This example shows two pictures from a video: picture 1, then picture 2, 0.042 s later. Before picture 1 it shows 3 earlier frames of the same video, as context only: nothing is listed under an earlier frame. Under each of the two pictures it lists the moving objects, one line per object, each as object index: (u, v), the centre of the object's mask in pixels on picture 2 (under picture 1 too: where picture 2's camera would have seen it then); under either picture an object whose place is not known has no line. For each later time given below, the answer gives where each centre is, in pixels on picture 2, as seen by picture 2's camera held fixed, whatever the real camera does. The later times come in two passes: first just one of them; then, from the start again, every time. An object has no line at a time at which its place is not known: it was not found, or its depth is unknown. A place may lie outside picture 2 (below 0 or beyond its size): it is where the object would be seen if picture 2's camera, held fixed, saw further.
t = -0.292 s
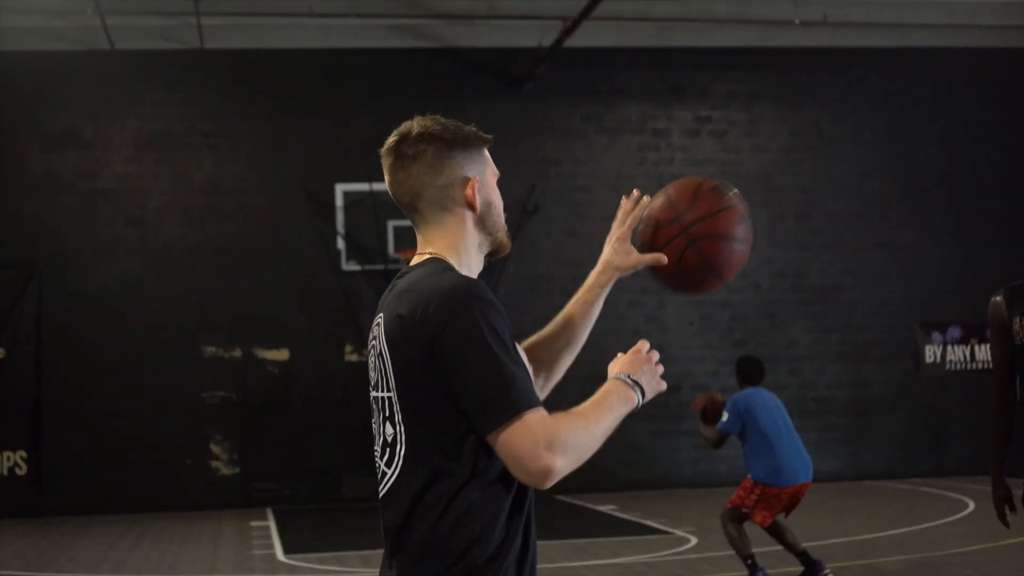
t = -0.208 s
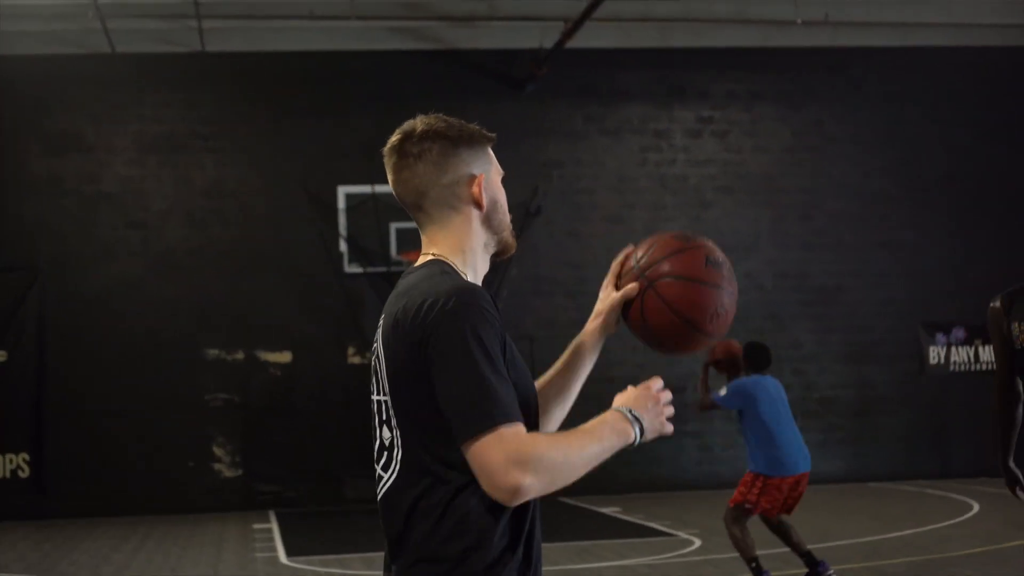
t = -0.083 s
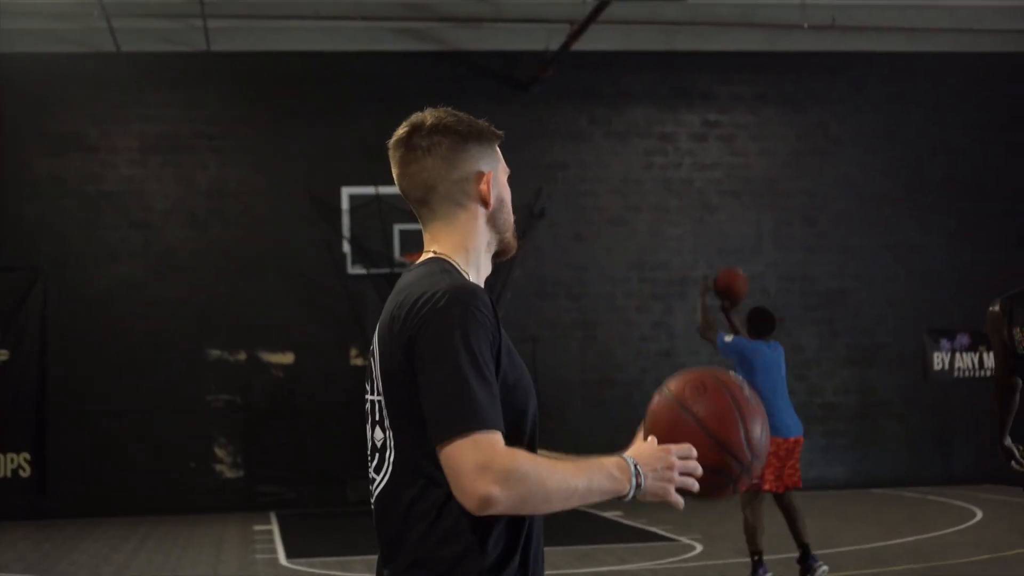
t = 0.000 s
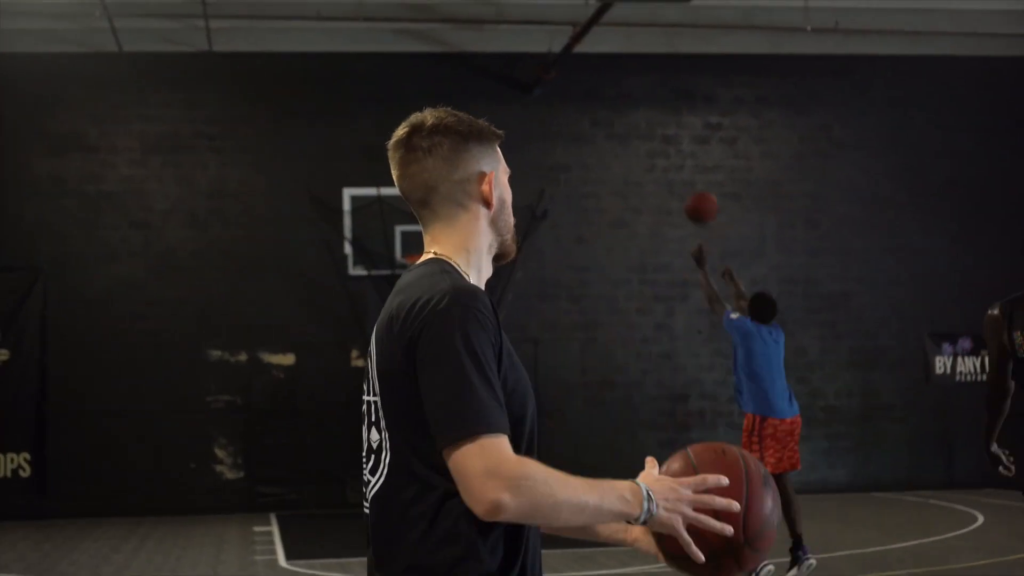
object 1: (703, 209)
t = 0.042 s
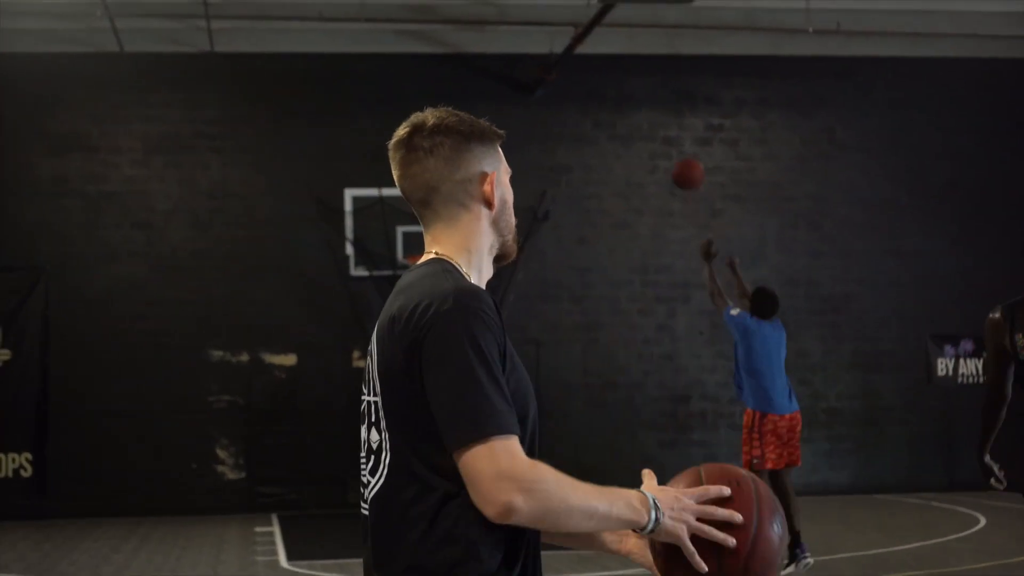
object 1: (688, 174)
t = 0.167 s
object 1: (644, 89)
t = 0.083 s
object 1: (672, 143)
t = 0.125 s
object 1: (657, 114)
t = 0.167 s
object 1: (644, 89)
